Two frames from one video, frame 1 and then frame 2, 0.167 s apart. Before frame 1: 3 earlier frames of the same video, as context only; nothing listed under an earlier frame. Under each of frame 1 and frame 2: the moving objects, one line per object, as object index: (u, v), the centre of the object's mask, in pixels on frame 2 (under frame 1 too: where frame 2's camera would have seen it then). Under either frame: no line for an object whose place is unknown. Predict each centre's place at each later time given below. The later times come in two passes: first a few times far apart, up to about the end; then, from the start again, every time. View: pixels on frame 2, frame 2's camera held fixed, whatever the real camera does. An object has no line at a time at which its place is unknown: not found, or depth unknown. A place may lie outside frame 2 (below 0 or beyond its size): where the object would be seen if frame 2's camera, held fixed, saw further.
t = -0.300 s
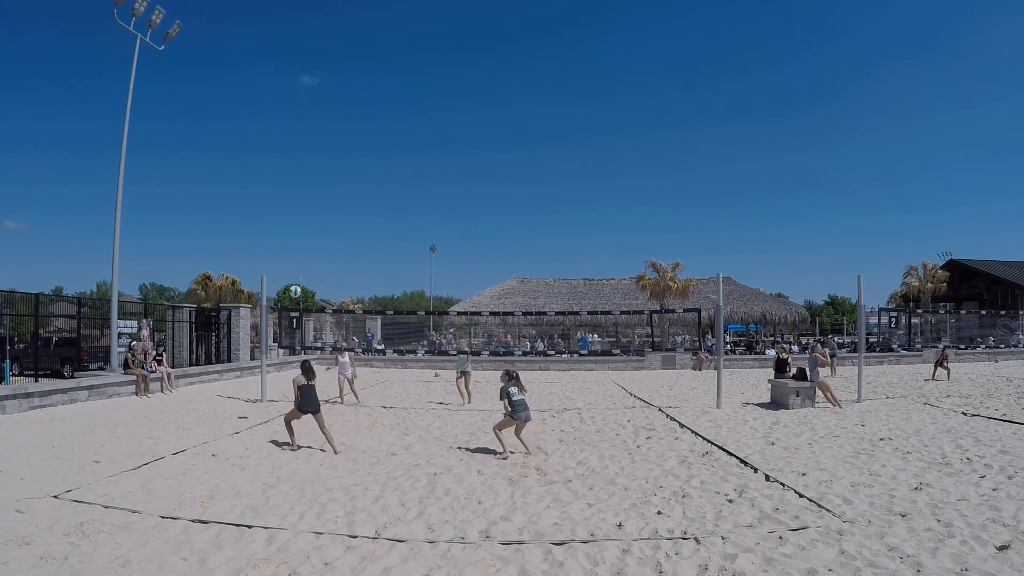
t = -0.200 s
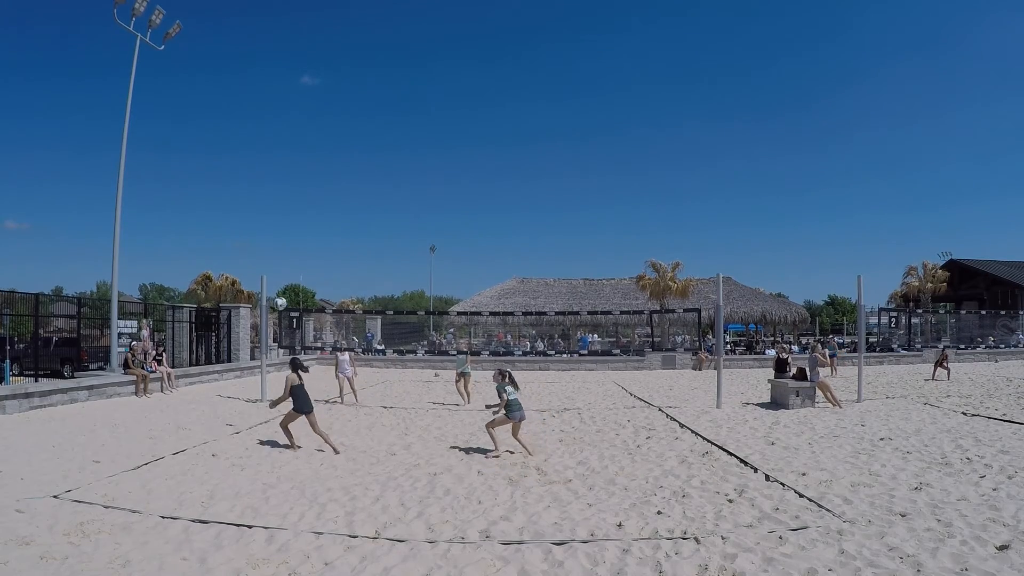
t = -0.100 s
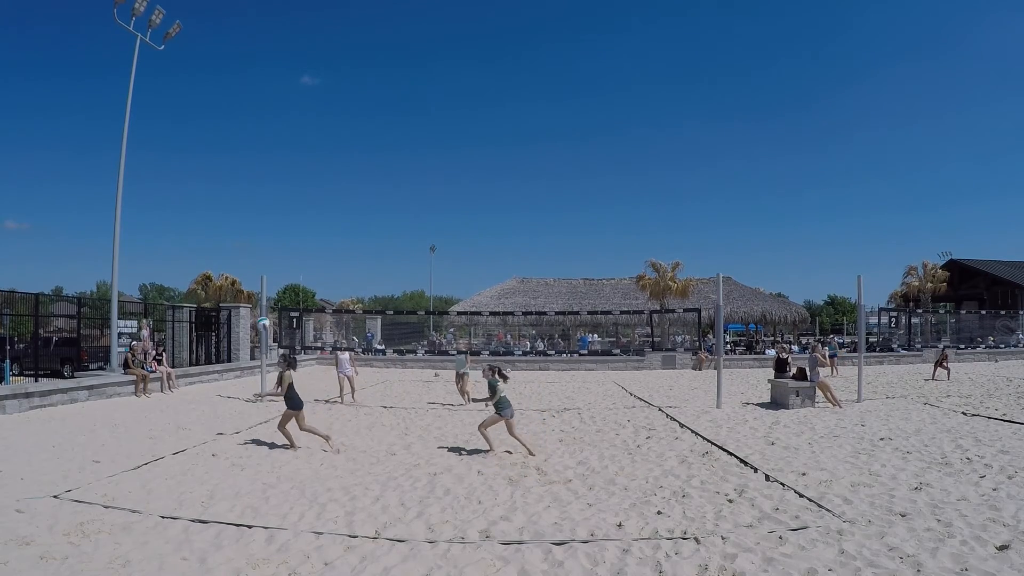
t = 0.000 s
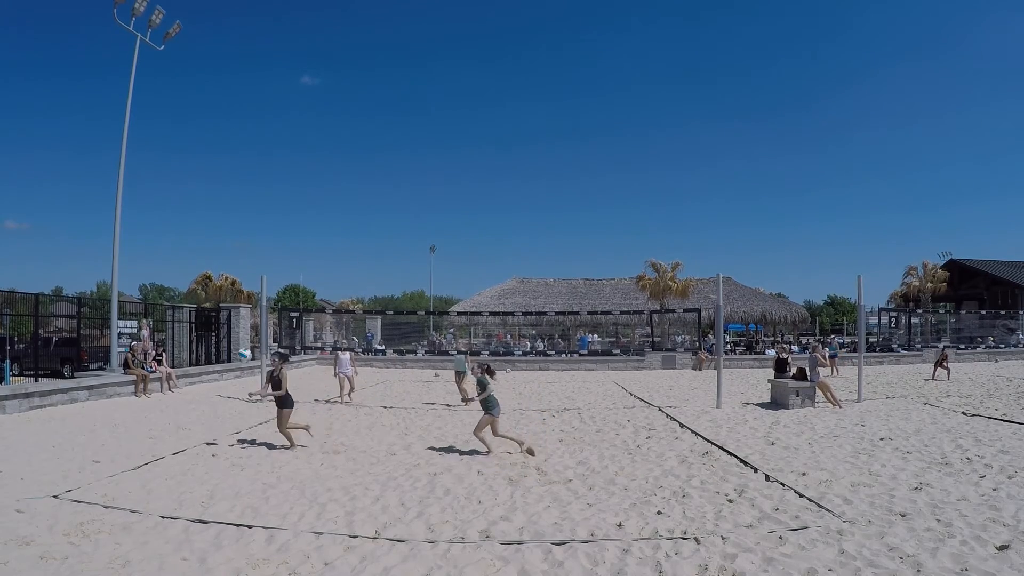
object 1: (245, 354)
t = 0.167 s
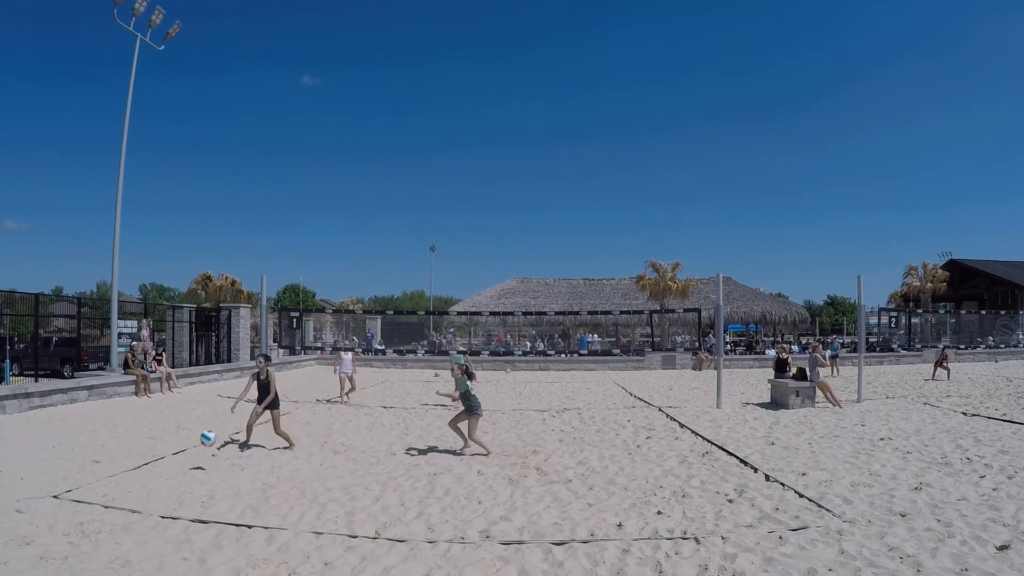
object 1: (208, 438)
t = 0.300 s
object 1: (183, 453)
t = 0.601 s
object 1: (125, 405)
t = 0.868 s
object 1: (55, 439)
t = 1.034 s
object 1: (8, 514)
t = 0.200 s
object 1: (200, 460)
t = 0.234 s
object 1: (193, 471)
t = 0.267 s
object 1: (188, 461)
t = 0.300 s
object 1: (183, 453)
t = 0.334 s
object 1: (177, 444)
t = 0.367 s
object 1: (171, 436)
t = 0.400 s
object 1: (165, 429)
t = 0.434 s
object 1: (159, 423)
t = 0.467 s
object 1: (153, 417)
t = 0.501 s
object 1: (146, 413)
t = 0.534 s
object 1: (139, 409)
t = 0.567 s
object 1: (132, 407)
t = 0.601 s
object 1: (125, 405)
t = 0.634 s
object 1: (117, 405)
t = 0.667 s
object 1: (109, 406)
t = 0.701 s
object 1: (101, 408)
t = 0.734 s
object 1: (92, 411)
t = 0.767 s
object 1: (84, 415)
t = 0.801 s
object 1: (74, 422)
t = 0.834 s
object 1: (65, 430)
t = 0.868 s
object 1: (55, 439)
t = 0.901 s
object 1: (46, 450)
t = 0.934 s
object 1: (35, 463)
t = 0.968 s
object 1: (25, 479)
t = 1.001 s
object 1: (15, 495)
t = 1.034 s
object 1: (8, 514)
